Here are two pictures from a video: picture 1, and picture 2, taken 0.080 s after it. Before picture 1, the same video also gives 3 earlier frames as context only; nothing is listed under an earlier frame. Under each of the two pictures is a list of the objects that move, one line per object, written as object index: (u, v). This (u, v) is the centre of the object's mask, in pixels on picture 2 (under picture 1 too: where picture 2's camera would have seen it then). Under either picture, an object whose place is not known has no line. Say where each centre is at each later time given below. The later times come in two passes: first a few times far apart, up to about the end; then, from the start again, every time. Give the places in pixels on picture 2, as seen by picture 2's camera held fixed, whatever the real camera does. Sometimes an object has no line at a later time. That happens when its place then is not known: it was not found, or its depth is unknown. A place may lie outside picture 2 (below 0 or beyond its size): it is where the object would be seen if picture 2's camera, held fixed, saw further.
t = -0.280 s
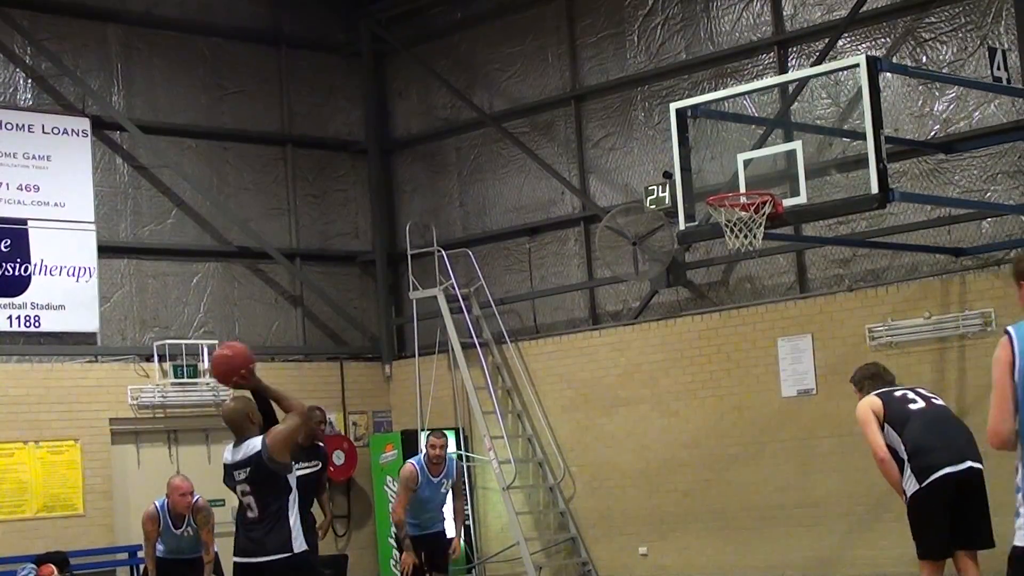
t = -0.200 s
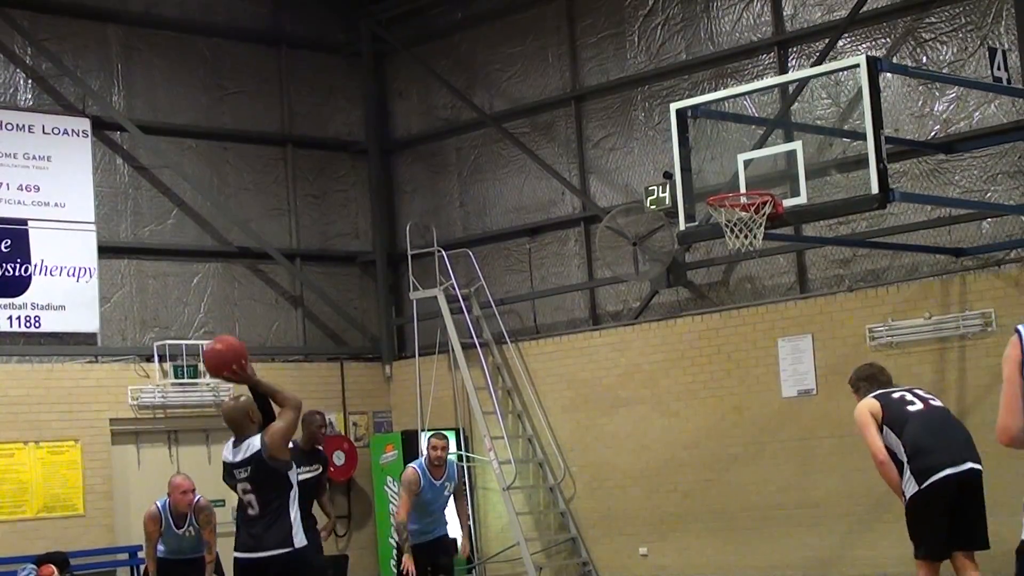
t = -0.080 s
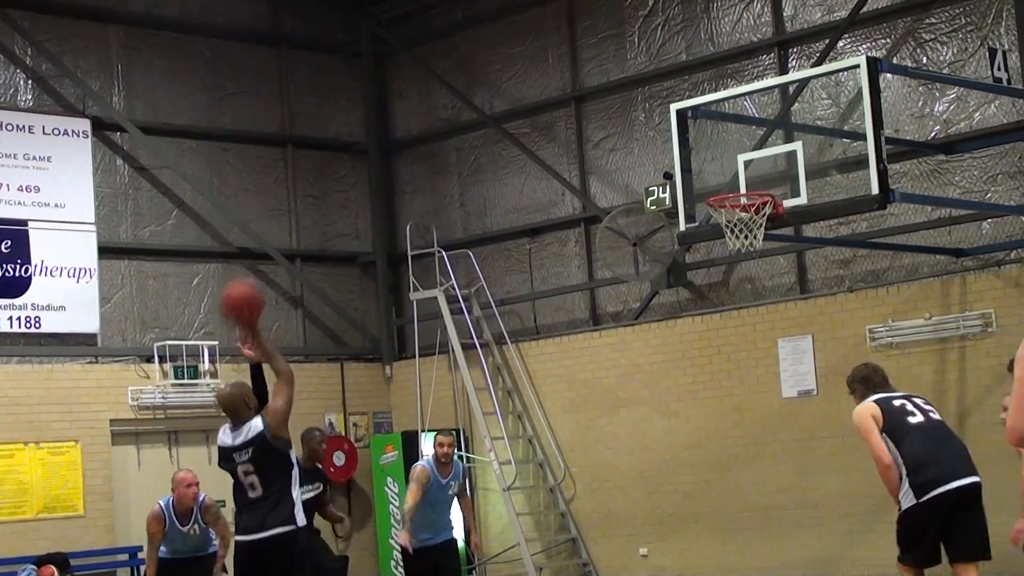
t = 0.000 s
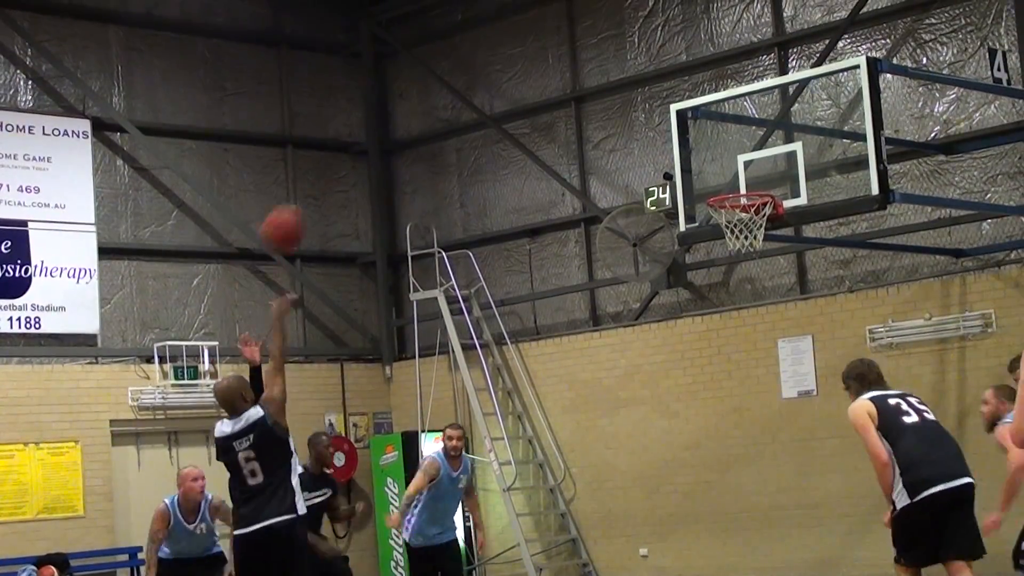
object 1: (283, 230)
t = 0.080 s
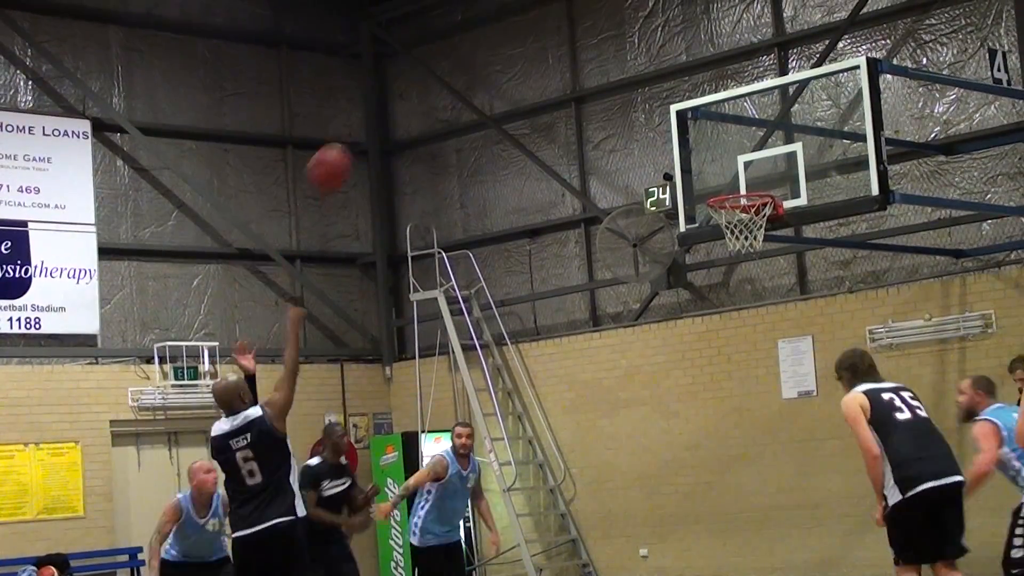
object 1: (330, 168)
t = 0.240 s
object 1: (416, 83)
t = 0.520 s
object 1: (554, 40)
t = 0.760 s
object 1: (661, 91)
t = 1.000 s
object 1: (739, 186)
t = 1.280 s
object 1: (744, 127)
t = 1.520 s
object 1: (744, 151)
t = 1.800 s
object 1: (737, 265)
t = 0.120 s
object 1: (352, 141)
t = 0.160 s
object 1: (373, 120)
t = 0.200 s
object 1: (395, 99)
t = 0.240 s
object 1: (416, 83)
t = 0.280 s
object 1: (438, 68)
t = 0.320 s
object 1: (457, 58)
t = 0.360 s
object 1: (477, 50)
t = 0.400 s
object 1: (497, 45)
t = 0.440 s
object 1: (516, 41)
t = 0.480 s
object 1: (535, 39)
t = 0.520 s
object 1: (554, 40)
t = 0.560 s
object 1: (572, 44)
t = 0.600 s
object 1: (591, 49)
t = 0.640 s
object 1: (608, 56)
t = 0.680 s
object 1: (626, 65)
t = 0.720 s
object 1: (644, 78)
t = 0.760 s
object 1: (661, 91)
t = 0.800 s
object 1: (679, 106)
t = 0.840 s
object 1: (696, 124)
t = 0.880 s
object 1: (713, 144)
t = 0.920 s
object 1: (731, 166)
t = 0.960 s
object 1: (750, 189)
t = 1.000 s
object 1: (739, 186)
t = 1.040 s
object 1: (725, 185)
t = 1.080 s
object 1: (729, 173)
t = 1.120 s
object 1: (732, 159)
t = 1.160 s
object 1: (734, 148)
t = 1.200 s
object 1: (738, 139)
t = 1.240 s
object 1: (741, 131)
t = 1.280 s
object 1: (744, 127)
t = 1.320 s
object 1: (748, 124)
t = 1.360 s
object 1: (752, 123)
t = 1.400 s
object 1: (751, 126)
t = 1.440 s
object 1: (750, 133)
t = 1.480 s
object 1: (746, 141)
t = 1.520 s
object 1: (744, 151)
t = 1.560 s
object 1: (742, 166)
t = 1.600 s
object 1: (740, 180)
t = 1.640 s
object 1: (737, 196)
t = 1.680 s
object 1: (735, 215)
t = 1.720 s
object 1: (735, 236)
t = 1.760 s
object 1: (735, 252)
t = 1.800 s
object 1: (737, 265)
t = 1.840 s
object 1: (739, 282)
